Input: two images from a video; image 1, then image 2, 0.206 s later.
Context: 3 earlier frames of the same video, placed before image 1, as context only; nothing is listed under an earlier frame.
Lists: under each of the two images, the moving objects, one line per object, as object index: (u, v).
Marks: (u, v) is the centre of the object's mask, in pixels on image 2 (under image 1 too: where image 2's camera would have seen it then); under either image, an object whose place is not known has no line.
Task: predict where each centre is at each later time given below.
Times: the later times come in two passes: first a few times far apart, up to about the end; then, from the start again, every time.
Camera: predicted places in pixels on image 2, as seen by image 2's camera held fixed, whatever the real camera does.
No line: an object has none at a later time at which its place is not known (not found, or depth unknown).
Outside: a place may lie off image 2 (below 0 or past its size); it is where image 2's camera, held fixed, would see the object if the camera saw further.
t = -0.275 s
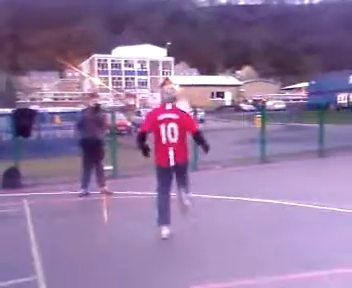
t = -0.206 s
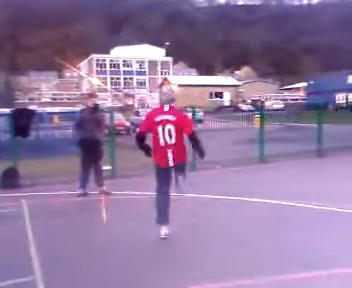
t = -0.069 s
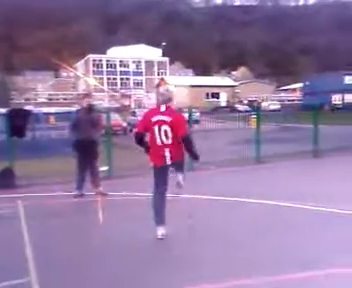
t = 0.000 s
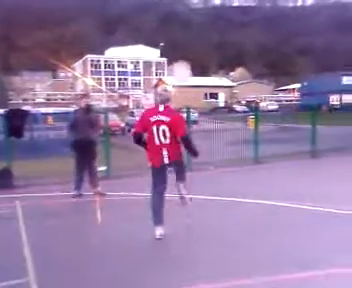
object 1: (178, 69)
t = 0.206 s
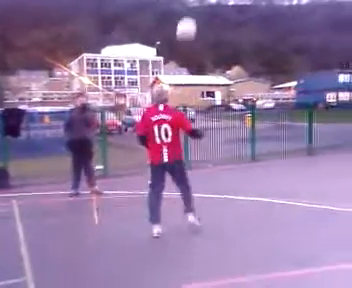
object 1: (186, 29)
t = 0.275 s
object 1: (188, 21)
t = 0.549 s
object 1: (202, 31)
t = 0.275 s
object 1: (188, 21)
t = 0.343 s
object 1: (191, 17)
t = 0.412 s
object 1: (195, 17)
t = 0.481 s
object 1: (199, 22)
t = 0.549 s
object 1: (202, 31)
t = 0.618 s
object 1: (206, 44)
